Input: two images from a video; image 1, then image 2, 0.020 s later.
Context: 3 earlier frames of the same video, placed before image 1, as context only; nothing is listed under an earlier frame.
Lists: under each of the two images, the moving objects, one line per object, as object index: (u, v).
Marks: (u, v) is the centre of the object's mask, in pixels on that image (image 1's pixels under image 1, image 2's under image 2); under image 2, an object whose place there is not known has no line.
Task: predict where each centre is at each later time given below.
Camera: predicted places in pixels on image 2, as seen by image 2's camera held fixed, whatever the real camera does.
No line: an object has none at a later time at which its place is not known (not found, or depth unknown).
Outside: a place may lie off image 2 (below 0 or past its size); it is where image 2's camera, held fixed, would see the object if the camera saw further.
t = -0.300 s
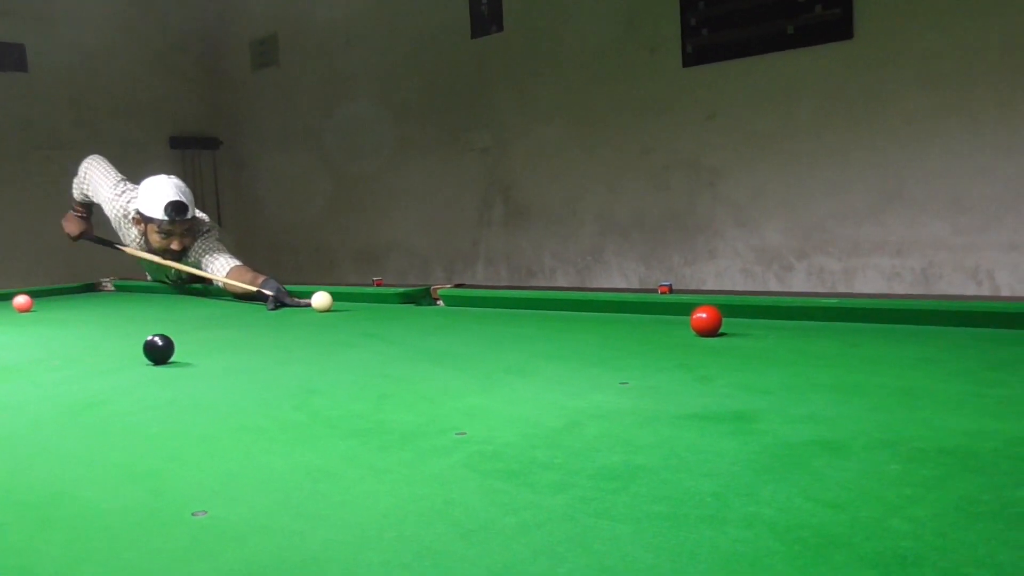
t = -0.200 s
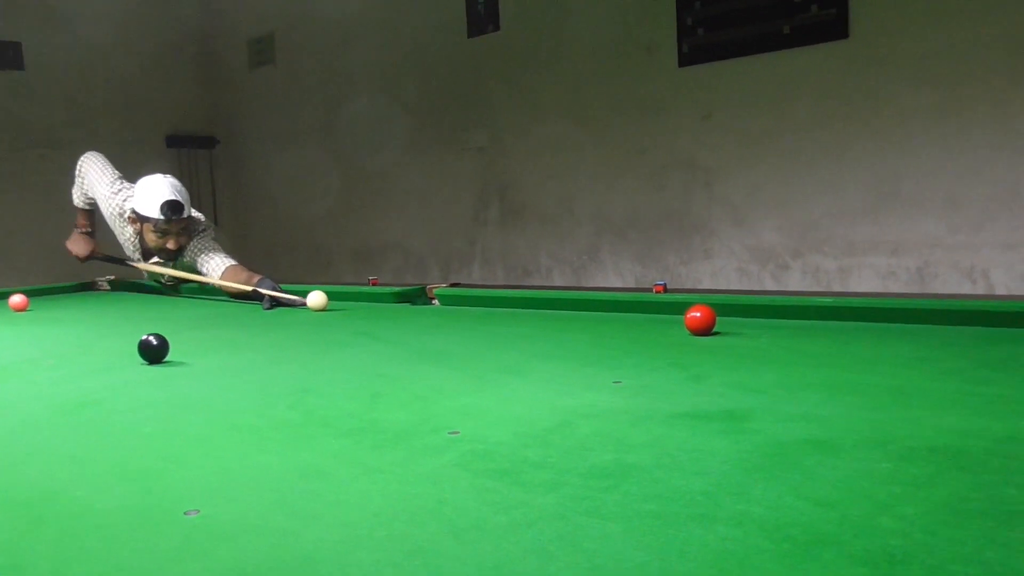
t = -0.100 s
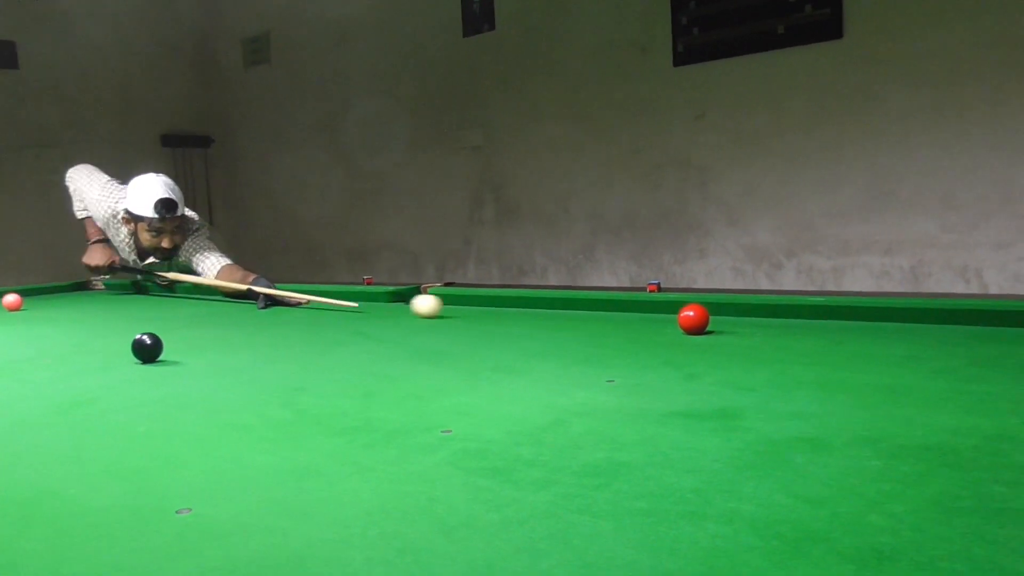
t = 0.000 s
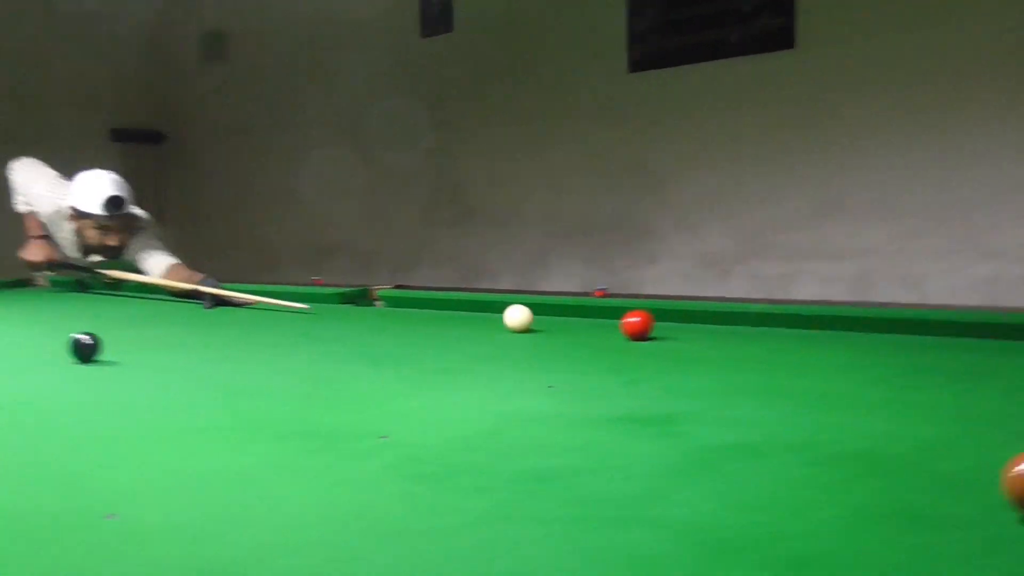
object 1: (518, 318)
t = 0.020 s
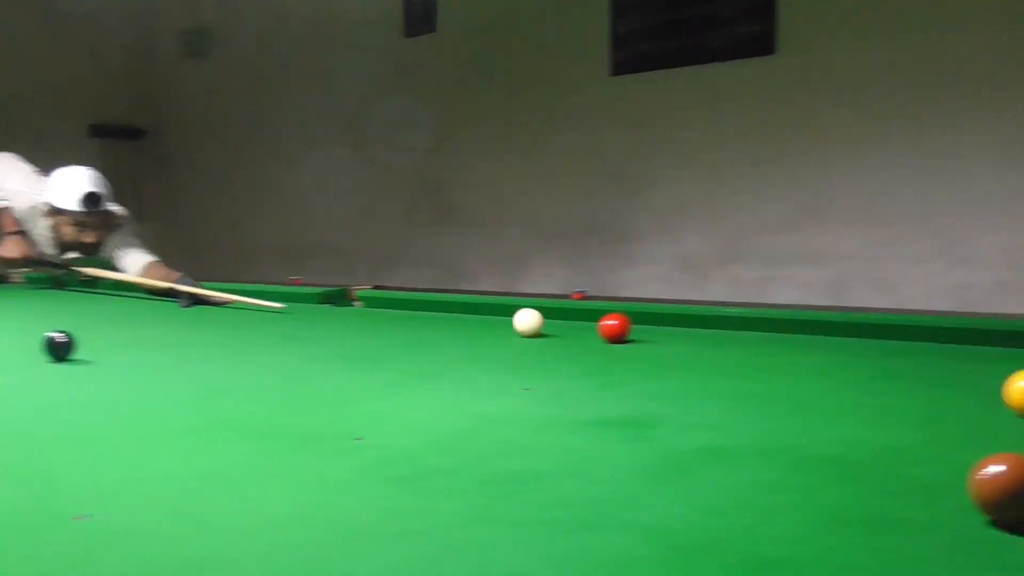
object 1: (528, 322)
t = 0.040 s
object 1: (561, 324)
